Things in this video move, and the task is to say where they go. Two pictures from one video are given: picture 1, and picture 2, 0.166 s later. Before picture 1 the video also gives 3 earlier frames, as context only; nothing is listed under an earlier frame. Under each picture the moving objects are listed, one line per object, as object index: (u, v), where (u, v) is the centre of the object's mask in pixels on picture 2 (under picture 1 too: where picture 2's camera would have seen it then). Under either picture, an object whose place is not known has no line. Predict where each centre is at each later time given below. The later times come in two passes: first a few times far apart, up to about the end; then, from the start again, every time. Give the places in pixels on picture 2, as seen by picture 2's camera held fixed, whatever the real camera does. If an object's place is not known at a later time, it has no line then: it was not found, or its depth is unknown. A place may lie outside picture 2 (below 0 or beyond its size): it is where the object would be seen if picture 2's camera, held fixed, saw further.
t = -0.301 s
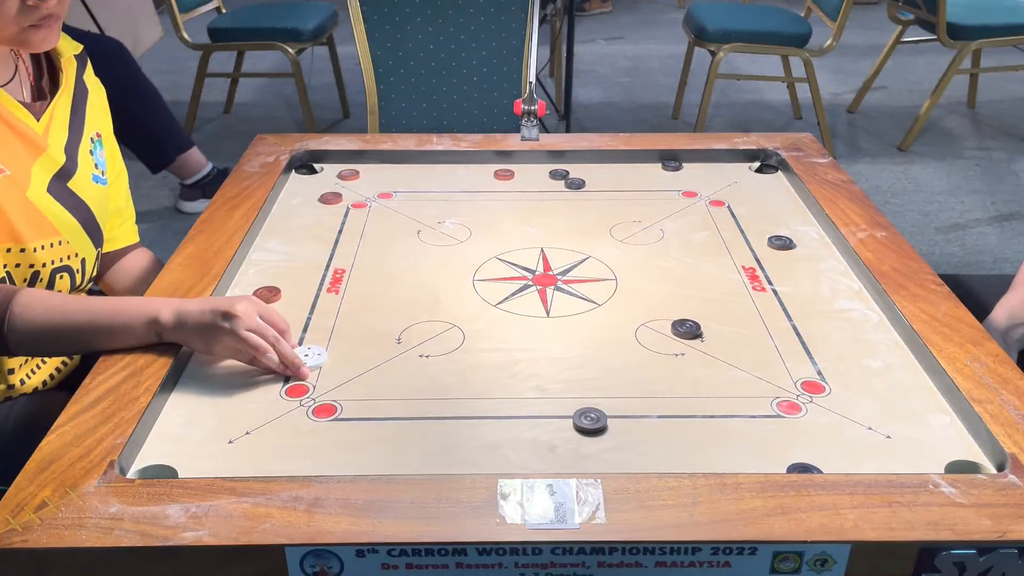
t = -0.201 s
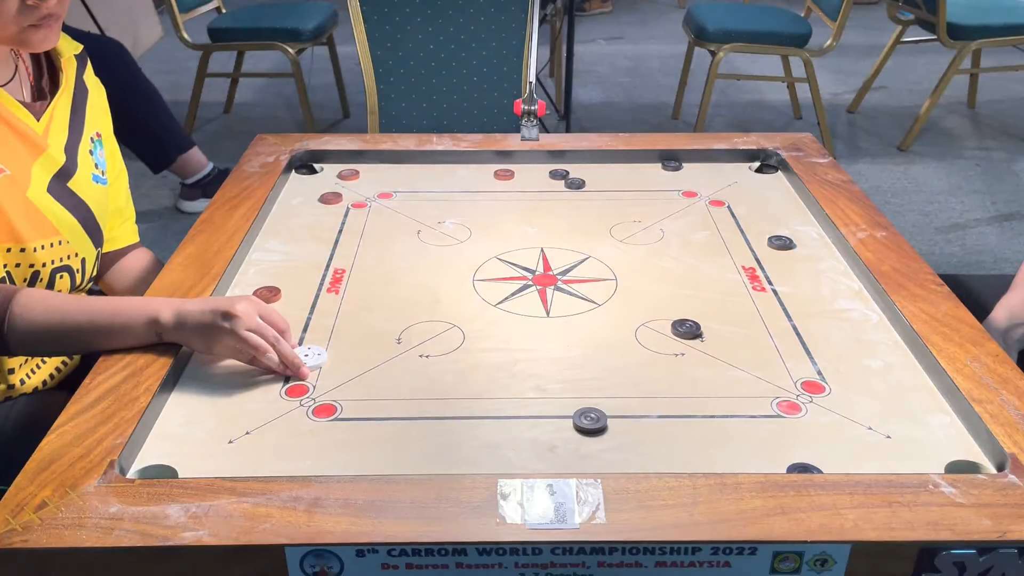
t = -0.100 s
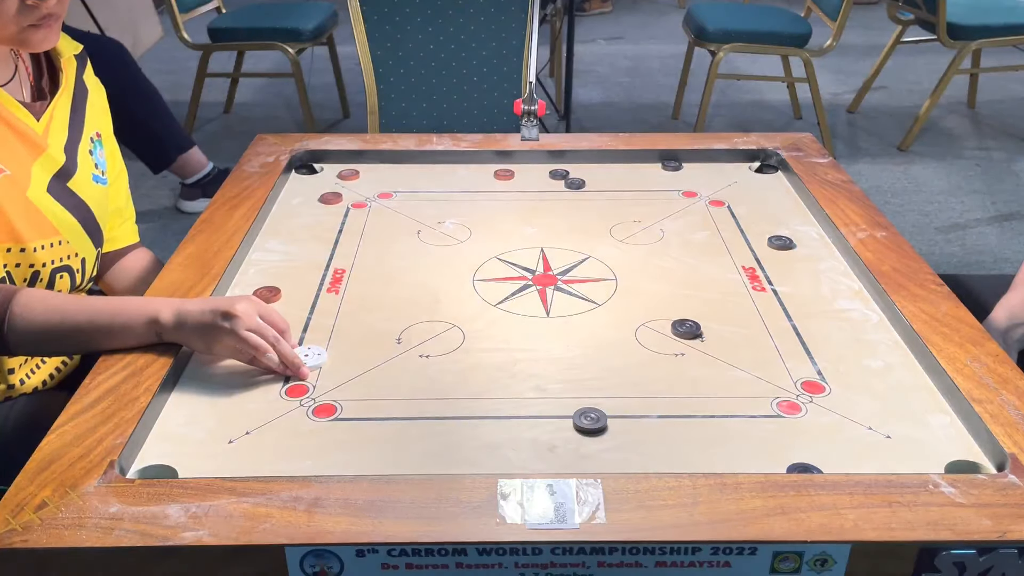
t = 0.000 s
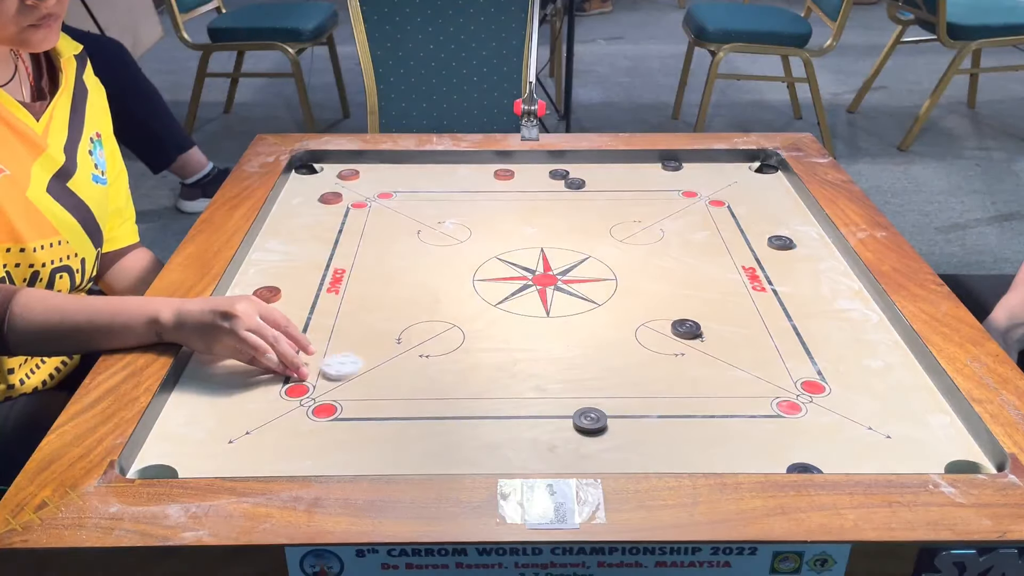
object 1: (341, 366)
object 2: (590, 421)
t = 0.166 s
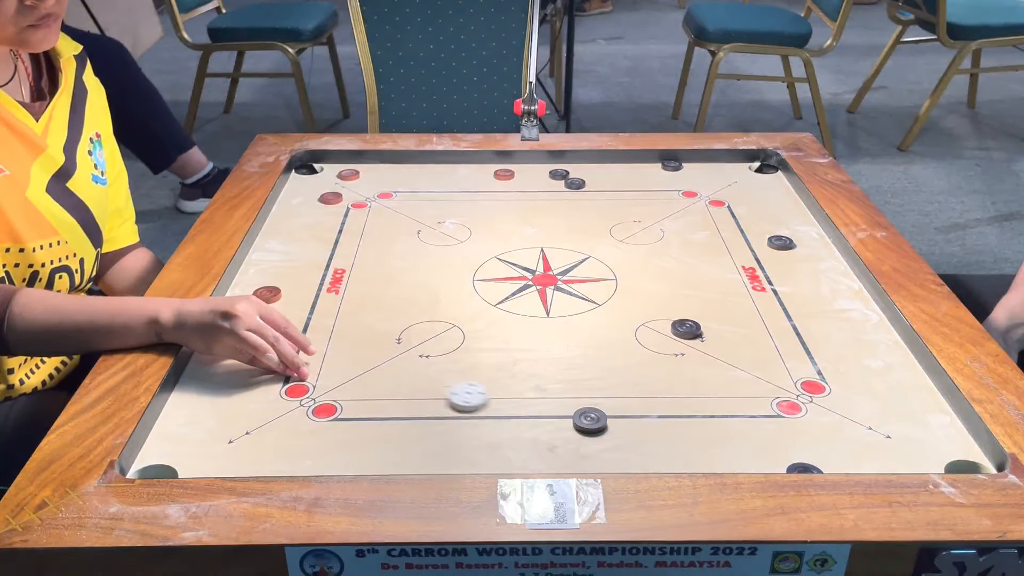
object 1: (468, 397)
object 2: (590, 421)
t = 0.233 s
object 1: (516, 409)
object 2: (590, 421)
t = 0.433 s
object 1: (592, 432)
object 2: (732, 444)
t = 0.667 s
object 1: (615, 442)
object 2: (904, 457)
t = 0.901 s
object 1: (615, 442)
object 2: (958, 461)
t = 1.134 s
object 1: (615, 442)
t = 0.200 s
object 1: (492, 403)
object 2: (590, 421)
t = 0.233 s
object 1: (516, 409)
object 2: (590, 421)
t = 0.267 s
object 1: (540, 415)
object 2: (590, 421)
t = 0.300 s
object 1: (557, 420)
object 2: (608, 424)
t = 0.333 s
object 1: (567, 424)
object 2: (640, 429)
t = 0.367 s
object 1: (577, 427)
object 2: (671, 434)
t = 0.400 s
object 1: (585, 430)
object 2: (702, 439)
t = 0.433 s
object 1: (592, 432)
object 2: (732, 444)
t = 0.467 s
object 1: (599, 435)
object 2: (762, 449)
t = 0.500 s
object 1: (604, 438)
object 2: (790, 452)
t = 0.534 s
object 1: (609, 440)
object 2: (816, 453)
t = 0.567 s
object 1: (612, 441)
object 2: (840, 456)
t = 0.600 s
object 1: (614, 442)
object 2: (862, 456)
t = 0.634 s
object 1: (615, 442)
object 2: (883, 457)
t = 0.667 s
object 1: (615, 442)
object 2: (904, 457)
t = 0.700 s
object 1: (615, 442)
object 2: (923, 458)
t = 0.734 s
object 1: (615, 442)
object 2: (941, 459)
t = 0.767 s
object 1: (615, 442)
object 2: (958, 460)
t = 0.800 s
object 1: (615, 442)
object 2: (972, 459)
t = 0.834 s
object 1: (615, 442)
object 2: (964, 460)
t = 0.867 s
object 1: (615, 442)
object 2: (960, 461)
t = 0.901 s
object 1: (615, 442)
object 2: (958, 461)
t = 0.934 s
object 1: (615, 442)
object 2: (959, 462)
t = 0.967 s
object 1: (615, 442)
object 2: (961, 465)
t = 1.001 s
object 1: (615, 442)
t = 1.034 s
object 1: (615, 442)
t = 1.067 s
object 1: (615, 442)
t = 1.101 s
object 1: (615, 442)
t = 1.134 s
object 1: (615, 442)
